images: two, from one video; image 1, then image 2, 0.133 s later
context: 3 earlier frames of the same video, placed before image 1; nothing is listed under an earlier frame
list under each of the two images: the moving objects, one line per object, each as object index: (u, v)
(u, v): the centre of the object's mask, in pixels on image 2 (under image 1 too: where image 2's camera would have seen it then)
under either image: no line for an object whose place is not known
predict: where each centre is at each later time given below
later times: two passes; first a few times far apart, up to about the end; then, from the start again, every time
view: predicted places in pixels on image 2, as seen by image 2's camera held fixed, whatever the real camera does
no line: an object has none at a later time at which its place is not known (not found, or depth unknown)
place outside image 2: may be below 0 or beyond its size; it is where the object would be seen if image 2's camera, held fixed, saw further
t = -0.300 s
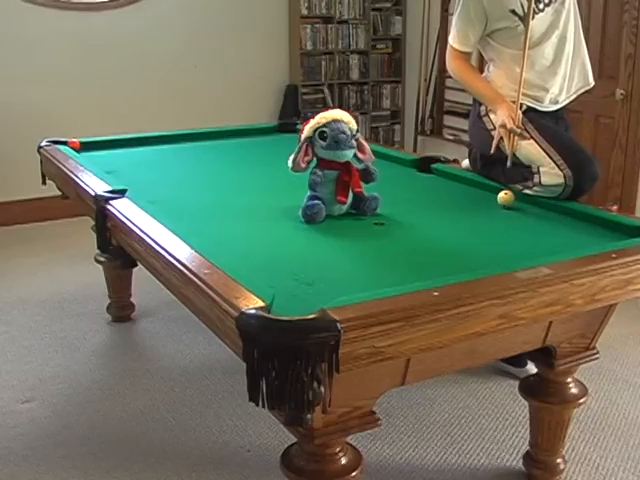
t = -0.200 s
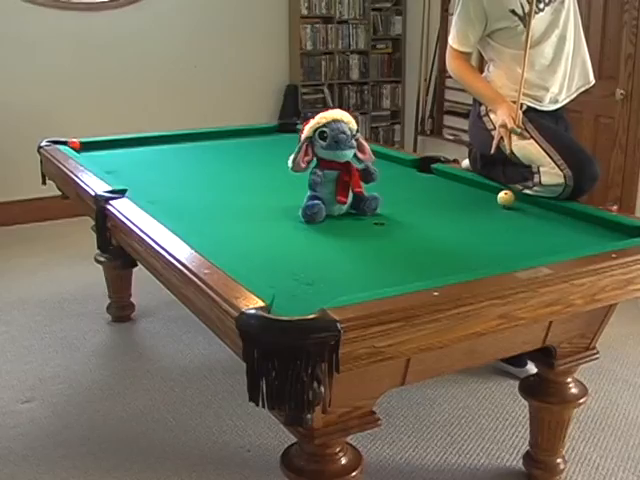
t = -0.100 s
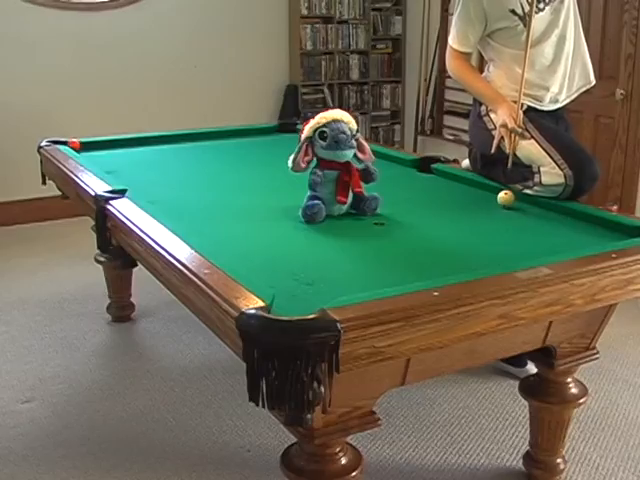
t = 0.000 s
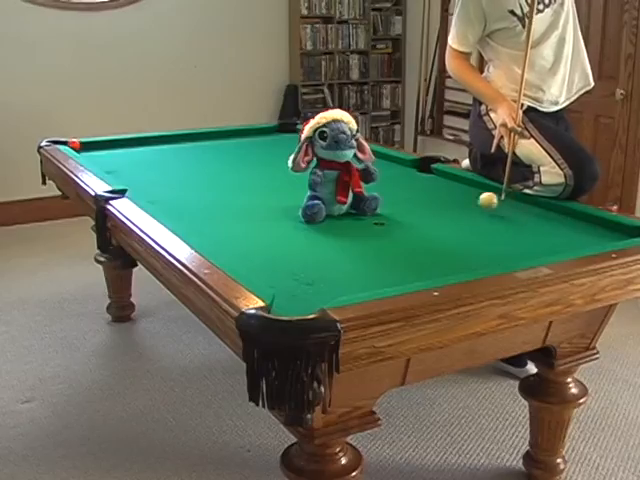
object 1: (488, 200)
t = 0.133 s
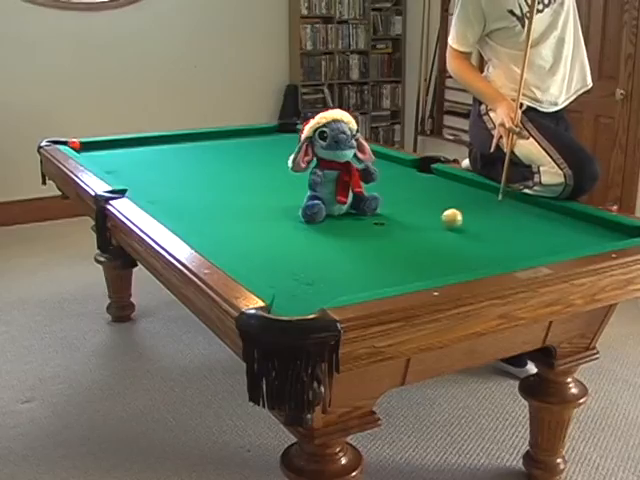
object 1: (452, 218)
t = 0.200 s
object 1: (433, 225)
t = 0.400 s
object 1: (371, 241)
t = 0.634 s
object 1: (302, 247)
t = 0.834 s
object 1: (254, 243)
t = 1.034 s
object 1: (220, 232)
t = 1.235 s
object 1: (195, 218)
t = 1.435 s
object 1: (175, 205)
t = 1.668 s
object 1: (153, 193)
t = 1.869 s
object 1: (137, 184)
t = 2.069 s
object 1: (124, 176)
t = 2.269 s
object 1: (112, 169)
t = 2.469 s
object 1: (101, 162)
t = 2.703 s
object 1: (89, 155)
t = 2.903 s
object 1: (82, 151)
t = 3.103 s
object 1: (76, 145)
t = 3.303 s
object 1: (75, 145)
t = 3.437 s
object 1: (75, 145)
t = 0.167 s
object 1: (442, 222)
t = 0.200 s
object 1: (433, 225)
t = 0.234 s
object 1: (423, 228)
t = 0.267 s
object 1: (413, 231)
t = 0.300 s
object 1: (402, 234)
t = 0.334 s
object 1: (392, 236)
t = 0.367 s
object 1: (381, 239)
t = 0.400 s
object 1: (371, 241)
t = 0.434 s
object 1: (361, 242)
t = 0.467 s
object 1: (351, 243)
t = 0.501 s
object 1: (340, 245)
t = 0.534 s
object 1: (331, 246)
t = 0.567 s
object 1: (321, 247)
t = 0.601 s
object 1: (312, 247)
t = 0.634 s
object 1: (302, 247)
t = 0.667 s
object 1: (293, 247)
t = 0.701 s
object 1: (284, 247)
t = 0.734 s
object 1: (277, 247)
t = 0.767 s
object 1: (268, 246)
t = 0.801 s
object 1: (261, 245)
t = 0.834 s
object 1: (254, 243)
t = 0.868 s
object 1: (247, 242)
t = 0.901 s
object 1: (241, 240)
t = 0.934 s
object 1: (235, 238)
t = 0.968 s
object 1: (230, 236)
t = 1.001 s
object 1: (225, 234)
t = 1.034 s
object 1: (220, 232)
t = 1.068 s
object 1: (216, 229)
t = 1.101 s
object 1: (211, 226)
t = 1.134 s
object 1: (208, 224)
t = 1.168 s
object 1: (203, 222)
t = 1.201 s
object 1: (199, 220)
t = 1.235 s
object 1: (195, 218)
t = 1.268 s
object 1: (191, 215)
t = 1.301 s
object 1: (188, 213)
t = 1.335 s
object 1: (184, 211)
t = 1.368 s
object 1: (181, 209)
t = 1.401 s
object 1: (177, 207)
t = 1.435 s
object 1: (175, 205)
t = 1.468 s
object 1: (171, 204)
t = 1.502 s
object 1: (168, 201)
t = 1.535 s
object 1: (165, 200)
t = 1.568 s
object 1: (162, 198)
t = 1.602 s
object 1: (159, 197)
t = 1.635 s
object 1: (156, 195)
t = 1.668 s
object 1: (153, 193)
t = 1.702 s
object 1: (151, 192)
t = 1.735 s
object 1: (148, 190)
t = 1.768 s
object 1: (145, 188)
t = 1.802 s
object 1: (143, 187)
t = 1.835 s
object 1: (140, 186)
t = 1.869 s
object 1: (137, 184)
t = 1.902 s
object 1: (135, 183)
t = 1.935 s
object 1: (133, 182)
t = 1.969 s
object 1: (130, 180)
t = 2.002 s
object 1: (128, 179)
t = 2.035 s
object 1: (126, 178)
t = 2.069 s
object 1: (124, 176)
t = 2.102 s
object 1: (122, 175)
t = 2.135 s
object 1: (120, 174)
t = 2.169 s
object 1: (118, 172)
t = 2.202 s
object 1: (116, 171)
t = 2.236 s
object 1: (114, 170)
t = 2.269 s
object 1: (112, 169)
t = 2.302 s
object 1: (110, 168)
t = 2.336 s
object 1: (108, 167)
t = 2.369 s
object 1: (106, 165)
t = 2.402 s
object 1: (104, 165)
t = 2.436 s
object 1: (103, 164)
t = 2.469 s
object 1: (101, 162)
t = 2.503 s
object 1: (99, 162)
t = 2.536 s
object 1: (98, 161)
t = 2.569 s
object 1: (95, 159)
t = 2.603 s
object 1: (94, 158)
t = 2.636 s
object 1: (93, 158)
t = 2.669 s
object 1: (91, 156)
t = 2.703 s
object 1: (89, 155)
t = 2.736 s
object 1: (88, 154)
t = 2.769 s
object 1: (86, 154)
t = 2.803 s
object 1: (86, 153)
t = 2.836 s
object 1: (84, 152)
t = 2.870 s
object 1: (84, 152)
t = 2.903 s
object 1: (82, 151)
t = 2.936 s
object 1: (81, 150)
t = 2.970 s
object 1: (80, 149)
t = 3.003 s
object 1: (79, 148)
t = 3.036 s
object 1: (78, 147)
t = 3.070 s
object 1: (77, 147)
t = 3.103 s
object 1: (76, 145)
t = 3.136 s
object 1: (75, 145)
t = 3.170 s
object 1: (76, 145)
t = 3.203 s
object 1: (76, 145)
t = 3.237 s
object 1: (76, 145)
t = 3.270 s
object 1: (75, 145)
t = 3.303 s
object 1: (75, 145)
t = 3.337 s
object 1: (75, 145)
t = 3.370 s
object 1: (75, 145)
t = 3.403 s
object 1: (75, 145)
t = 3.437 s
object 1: (75, 145)
